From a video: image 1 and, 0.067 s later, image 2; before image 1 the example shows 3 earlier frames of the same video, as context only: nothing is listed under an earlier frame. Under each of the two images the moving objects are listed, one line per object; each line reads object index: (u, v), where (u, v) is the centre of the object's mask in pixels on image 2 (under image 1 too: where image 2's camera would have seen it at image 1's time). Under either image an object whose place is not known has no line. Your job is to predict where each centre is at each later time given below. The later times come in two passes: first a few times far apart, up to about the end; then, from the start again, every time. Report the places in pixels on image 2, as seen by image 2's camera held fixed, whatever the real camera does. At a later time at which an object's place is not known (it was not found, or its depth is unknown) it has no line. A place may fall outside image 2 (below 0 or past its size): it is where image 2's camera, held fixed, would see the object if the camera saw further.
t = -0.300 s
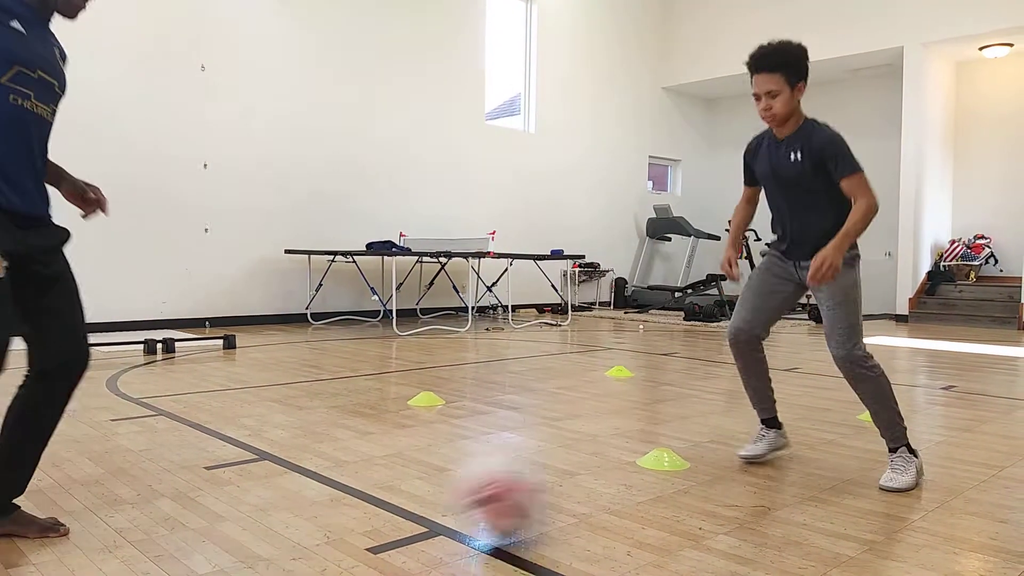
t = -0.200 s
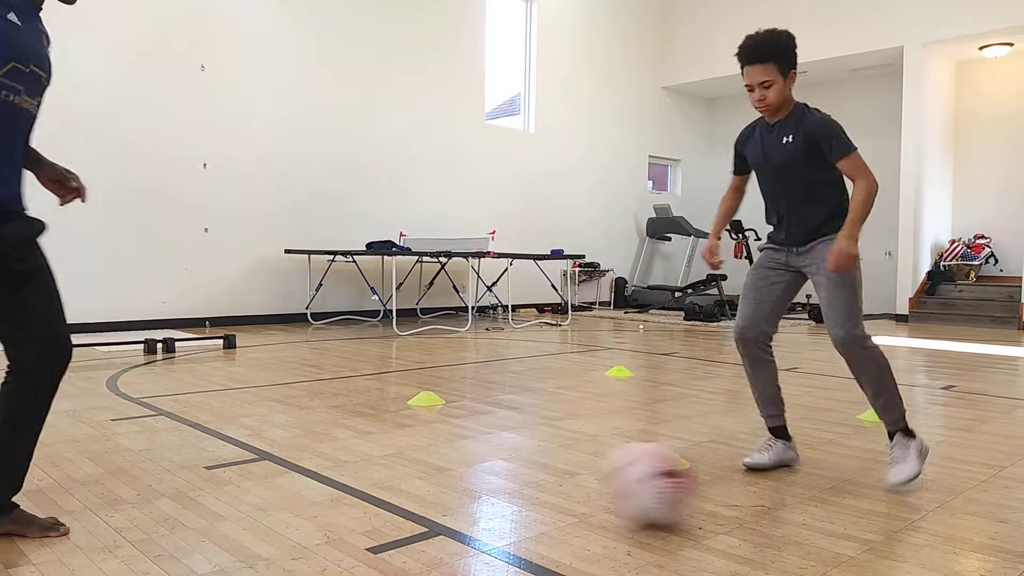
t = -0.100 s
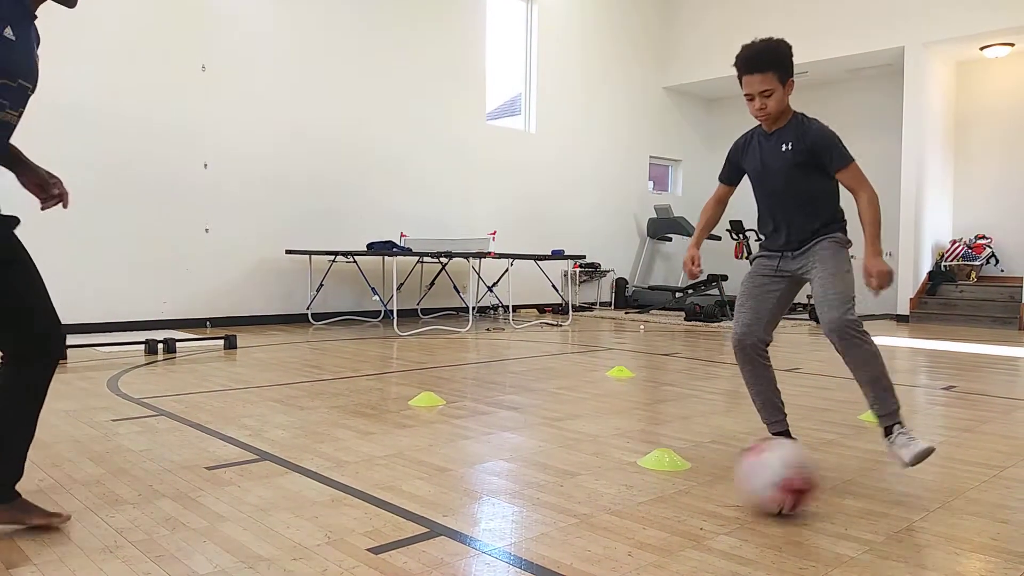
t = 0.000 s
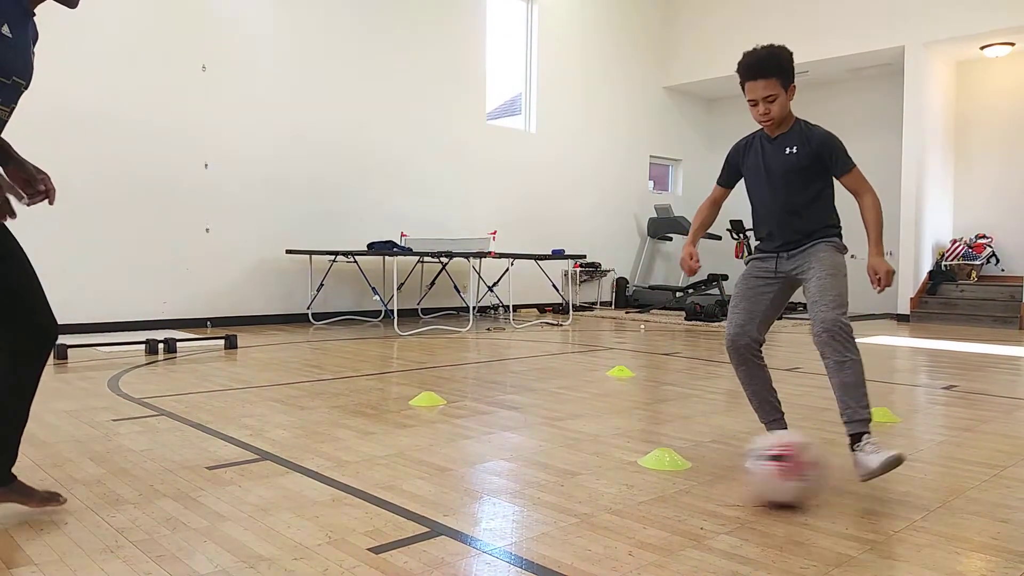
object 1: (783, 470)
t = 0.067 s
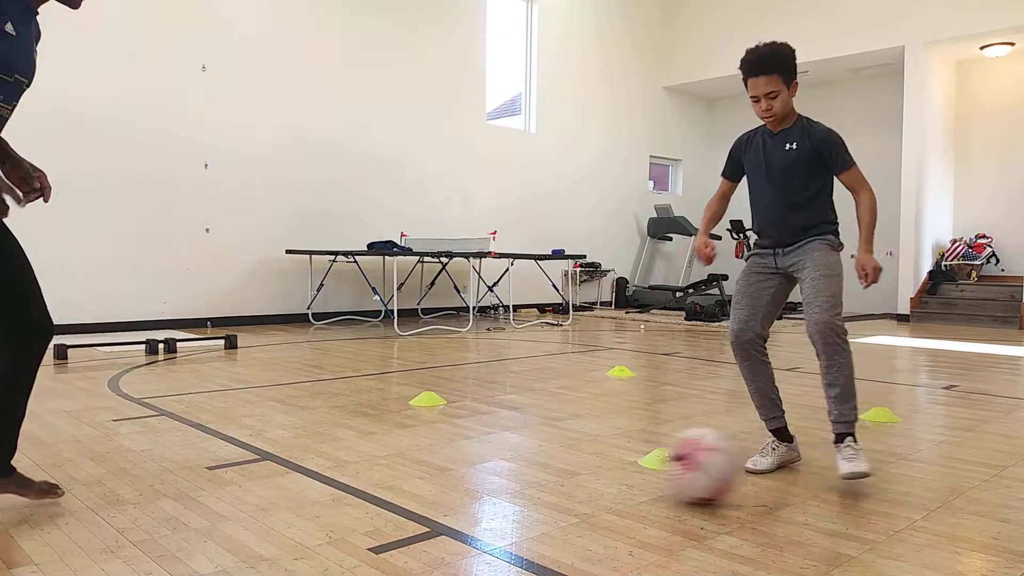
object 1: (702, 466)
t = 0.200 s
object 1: (557, 461)
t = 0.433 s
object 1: (367, 450)
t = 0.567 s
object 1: (270, 447)
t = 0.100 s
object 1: (664, 464)
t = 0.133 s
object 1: (626, 463)
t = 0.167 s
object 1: (591, 464)
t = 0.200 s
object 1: (557, 461)
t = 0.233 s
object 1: (527, 458)
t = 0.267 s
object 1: (498, 456)
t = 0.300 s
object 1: (469, 454)
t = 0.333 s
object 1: (443, 455)
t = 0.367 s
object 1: (418, 453)
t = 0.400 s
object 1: (393, 452)
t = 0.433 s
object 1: (367, 450)
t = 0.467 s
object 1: (342, 450)
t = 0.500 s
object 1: (316, 449)
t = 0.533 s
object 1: (294, 448)
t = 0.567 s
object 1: (270, 447)
